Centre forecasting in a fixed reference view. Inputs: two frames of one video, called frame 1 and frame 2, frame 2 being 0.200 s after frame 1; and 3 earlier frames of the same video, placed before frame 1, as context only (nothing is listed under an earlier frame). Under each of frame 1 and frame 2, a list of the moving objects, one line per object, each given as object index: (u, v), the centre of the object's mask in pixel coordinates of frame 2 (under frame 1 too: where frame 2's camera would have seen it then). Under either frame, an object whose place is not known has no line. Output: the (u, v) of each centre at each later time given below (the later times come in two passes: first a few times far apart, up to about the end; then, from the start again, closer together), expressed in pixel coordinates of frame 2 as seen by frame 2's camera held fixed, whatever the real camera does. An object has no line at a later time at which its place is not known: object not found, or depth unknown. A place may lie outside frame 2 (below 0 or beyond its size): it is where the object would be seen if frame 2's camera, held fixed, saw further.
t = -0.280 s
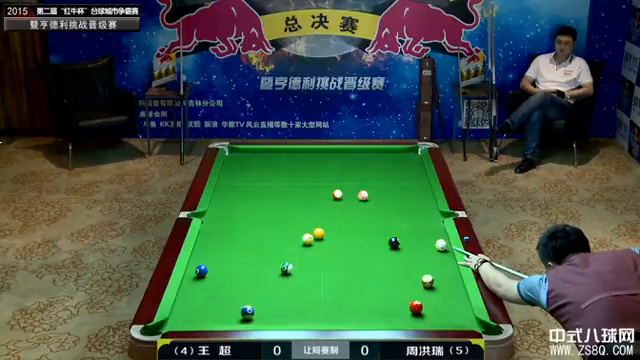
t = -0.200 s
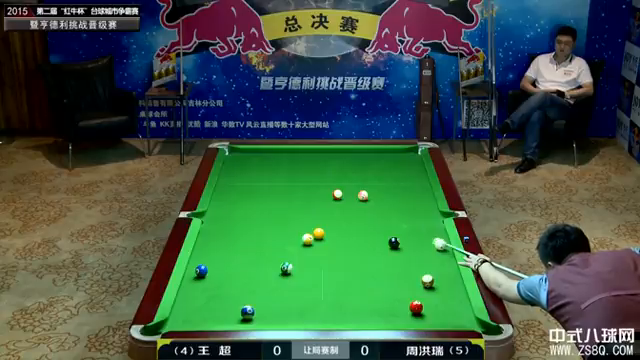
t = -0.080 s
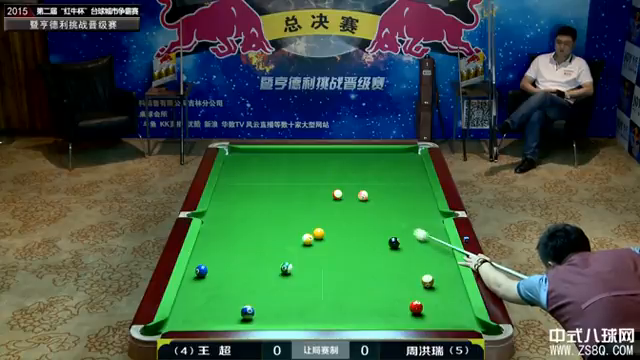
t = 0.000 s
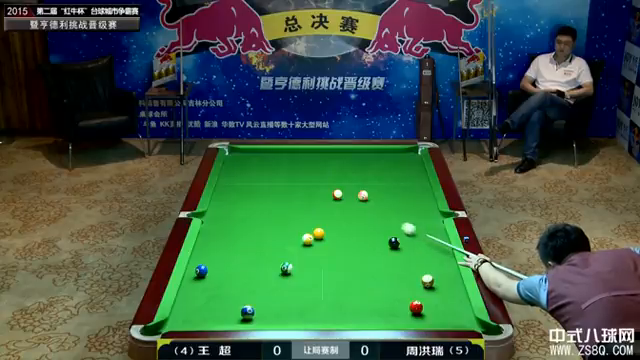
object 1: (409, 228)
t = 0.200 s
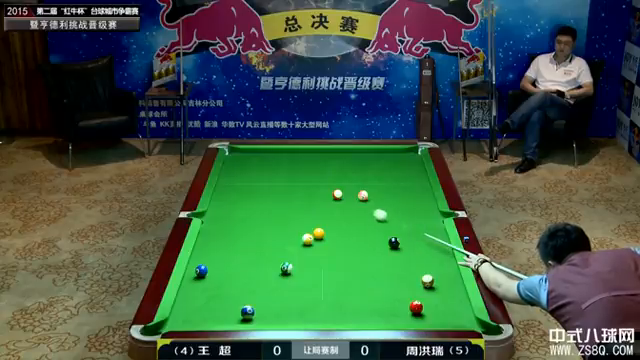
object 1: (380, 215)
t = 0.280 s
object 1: (370, 210)
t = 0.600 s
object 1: (344, 196)
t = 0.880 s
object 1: (340, 192)
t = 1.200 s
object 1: (336, 187)
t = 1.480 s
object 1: (333, 184)
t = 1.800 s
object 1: (330, 180)
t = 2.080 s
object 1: (328, 177)
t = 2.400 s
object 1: (326, 175)
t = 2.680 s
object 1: (324, 173)
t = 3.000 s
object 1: (323, 172)
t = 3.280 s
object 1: (322, 170)
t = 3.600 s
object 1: (321, 170)
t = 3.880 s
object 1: (320, 169)
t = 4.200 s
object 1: (320, 169)
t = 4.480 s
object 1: (320, 169)
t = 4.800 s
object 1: (320, 169)
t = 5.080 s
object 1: (320, 169)
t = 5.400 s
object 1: (320, 169)
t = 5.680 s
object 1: (320, 169)
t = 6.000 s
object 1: (320, 169)
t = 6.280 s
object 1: (320, 169)
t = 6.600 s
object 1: (320, 169)
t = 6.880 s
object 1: (320, 169)
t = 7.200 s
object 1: (320, 169)
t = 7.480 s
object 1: (320, 169)
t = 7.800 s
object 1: (320, 169)
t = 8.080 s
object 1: (320, 169)
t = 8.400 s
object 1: (320, 169)
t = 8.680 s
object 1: (320, 169)
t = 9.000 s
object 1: (320, 169)
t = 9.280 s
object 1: (320, 169)
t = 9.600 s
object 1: (320, 169)
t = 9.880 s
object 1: (320, 169)
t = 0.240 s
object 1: (375, 212)
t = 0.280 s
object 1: (370, 210)
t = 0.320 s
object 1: (365, 207)
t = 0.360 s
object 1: (360, 205)
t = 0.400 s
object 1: (354, 202)
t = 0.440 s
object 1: (350, 200)
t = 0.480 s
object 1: (346, 198)
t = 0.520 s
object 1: (344, 197)
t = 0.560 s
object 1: (344, 197)
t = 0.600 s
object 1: (344, 196)
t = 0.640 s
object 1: (344, 195)
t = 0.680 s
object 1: (343, 195)
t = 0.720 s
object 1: (342, 194)
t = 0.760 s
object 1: (342, 194)
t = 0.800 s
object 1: (341, 193)
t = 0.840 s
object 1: (341, 192)
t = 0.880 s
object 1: (340, 192)
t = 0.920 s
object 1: (340, 191)
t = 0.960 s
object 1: (339, 190)
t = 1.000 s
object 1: (339, 190)
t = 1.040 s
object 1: (338, 189)
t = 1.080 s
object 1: (338, 189)
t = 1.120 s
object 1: (337, 188)
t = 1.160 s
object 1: (337, 188)
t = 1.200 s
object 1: (336, 187)
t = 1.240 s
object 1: (336, 186)
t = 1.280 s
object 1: (335, 186)
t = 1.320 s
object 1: (335, 186)
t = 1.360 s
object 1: (335, 185)
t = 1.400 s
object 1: (334, 185)
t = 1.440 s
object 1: (334, 184)
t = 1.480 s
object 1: (333, 184)
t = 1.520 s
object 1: (333, 183)
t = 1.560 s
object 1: (332, 183)
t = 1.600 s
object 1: (332, 182)
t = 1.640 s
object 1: (332, 182)
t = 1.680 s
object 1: (331, 181)
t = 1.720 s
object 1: (331, 181)
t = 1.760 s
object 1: (330, 180)
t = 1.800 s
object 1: (330, 180)
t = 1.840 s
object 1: (330, 180)
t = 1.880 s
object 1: (329, 179)
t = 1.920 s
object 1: (329, 179)
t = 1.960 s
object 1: (329, 179)
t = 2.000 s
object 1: (329, 178)
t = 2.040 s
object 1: (328, 178)
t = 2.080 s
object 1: (328, 177)
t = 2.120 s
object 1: (328, 177)
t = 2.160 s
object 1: (327, 177)
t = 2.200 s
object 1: (327, 176)
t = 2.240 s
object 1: (327, 176)
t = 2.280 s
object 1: (326, 176)
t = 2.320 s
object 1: (326, 175)
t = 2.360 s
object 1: (326, 175)
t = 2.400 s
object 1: (326, 175)
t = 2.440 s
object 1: (325, 175)
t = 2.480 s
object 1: (325, 174)
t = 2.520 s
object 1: (325, 174)
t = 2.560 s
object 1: (325, 174)
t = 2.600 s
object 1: (325, 174)
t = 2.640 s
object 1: (324, 173)
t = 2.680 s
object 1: (324, 173)
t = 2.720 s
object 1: (324, 173)
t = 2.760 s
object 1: (324, 173)
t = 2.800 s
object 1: (323, 173)
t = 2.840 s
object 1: (323, 172)
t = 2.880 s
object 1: (323, 172)
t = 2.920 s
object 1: (323, 172)
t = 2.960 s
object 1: (323, 172)
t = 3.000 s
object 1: (323, 172)
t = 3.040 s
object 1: (322, 172)
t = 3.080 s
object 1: (322, 171)
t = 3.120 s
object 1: (322, 171)
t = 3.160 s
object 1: (322, 171)
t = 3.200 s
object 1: (322, 171)
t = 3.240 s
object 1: (322, 171)
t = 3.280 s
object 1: (322, 170)
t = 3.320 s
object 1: (321, 170)
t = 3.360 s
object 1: (321, 170)
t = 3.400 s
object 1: (321, 170)
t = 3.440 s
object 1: (321, 170)
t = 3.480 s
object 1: (321, 170)
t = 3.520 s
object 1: (321, 170)
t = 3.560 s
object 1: (321, 170)
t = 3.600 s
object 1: (321, 170)
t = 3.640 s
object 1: (321, 170)
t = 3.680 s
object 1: (321, 170)
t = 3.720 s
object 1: (321, 169)
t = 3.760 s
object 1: (320, 169)
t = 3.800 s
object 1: (320, 169)
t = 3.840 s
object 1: (320, 169)
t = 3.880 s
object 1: (320, 169)
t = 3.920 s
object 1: (320, 169)
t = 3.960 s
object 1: (320, 169)
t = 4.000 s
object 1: (320, 169)
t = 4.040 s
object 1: (320, 169)
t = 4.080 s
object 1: (320, 169)
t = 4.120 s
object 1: (320, 169)
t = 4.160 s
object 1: (320, 169)
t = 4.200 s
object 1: (320, 169)
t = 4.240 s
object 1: (320, 169)
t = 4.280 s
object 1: (320, 169)
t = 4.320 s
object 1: (320, 169)
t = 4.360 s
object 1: (320, 169)
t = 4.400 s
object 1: (320, 169)
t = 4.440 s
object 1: (320, 169)
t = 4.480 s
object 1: (320, 169)
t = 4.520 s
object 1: (320, 169)
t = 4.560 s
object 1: (320, 169)
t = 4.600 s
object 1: (320, 169)
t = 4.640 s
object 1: (320, 169)
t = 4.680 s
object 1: (320, 169)
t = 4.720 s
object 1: (320, 169)
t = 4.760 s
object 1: (320, 169)
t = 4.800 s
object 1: (320, 169)
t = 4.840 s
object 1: (320, 169)
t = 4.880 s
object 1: (320, 169)
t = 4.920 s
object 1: (320, 169)
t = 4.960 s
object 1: (320, 169)
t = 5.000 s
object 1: (320, 169)
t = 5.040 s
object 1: (320, 169)
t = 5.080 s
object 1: (320, 169)
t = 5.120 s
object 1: (320, 169)
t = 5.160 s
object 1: (320, 169)
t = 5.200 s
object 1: (320, 169)
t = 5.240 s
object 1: (320, 169)
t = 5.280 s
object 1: (320, 169)
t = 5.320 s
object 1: (320, 169)
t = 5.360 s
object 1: (320, 169)
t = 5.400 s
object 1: (320, 169)
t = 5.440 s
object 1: (320, 169)
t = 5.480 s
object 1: (320, 169)
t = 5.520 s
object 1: (320, 169)
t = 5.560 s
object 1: (320, 169)
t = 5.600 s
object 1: (320, 169)
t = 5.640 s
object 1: (320, 169)
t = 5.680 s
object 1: (320, 169)
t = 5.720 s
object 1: (320, 169)
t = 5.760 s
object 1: (320, 169)
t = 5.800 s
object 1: (320, 169)
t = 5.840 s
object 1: (320, 169)
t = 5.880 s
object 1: (320, 169)
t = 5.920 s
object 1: (320, 169)
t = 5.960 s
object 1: (320, 169)
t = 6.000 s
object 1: (320, 169)
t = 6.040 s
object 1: (320, 169)
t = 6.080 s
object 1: (320, 169)
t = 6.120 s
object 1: (320, 169)
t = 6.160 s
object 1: (320, 169)
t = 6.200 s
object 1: (320, 169)
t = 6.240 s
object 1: (320, 169)
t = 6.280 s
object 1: (320, 169)
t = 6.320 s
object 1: (320, 169)
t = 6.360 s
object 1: (320, 169)
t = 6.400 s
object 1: (320, 169)
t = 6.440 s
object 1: (320, 169)
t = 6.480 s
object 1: (320, 169)
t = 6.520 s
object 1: (320, 169)
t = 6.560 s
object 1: (320, 169)
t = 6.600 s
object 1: (320, 169)
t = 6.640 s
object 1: (320, 169)
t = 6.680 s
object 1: (320, 169)
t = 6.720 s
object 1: (320, 169)
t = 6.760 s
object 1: (320, 169)
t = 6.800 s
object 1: (320, 169)
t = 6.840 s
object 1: (320, 169)
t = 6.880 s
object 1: (320, 169)
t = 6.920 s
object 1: (320, 169)
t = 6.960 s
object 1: (320, 169)
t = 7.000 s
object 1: (320, 169)
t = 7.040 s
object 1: (320, 169)
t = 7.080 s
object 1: (320, 169)
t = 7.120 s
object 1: (320, 169)
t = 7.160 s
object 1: (320, 169)
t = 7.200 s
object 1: (320, 169)
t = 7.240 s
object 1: (320, 169)
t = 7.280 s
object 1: (320, 169)
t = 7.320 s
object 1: (320, 169)
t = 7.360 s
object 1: (320, 169)
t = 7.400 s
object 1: (320, 169)
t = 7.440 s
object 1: (320, 169)
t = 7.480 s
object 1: (320, 169)
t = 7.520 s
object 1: (320, 169)
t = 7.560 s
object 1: (320, 169)
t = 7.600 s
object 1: (320, 169)
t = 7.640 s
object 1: (320, 169)
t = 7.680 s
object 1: (320, 169)
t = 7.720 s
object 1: (320, 169)
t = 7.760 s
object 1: (320, 169)
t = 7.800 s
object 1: (320, 169)
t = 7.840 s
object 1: (320, 169)
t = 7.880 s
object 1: (320, 169)
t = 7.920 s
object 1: (320, 169)
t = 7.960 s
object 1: (320, 169)
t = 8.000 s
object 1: (320, 169)
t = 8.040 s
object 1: (320, 169)
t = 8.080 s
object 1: (320, 169)
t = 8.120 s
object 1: (320, 169)
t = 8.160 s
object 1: (320, 169)
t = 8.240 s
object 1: (320, 169)
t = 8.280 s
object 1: (320, 169)
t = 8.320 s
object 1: (320, 169)
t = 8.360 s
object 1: (320, 169)
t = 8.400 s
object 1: (320, 169)
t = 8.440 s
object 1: (320, 169)
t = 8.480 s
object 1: (320, 169)
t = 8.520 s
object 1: (320, 169)
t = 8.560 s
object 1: (320, 169)
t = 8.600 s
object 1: (320, 169)
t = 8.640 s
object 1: (320, 169)
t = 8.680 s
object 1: (320, 169)
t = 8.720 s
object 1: (320, 169)
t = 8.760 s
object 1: (320, 169)
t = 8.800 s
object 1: (320, 169)
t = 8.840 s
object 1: (320, 169)
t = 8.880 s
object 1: (320, 169)
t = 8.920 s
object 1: (320, 169)
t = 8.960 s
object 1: (320, 169)
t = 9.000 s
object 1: (320, 169)
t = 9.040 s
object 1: (320, 169)
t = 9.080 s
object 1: (320, 169)
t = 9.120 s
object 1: (320, 169)
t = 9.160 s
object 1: (320, 169)
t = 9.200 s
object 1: (320, 169)
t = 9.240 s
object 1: (320, 169)
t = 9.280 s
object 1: (320, 169)
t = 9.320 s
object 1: (320, 169)
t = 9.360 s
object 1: (320, 169)
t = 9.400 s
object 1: (320, 169)
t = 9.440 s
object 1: (320, 169)
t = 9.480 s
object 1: (320, 169)
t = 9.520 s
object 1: (320, 169)
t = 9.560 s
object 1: (320, 169)
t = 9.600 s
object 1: (320, 169)
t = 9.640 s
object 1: (320, 169)
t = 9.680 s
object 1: (320, 169)
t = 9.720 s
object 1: (320, 169)
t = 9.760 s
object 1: (320, 169)
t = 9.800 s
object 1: (320, 169)
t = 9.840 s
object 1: (320, 169)
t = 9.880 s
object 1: (320, 169)
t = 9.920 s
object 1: (320, 169)
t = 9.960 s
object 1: (320, 169)
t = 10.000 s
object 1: (320, 169)
